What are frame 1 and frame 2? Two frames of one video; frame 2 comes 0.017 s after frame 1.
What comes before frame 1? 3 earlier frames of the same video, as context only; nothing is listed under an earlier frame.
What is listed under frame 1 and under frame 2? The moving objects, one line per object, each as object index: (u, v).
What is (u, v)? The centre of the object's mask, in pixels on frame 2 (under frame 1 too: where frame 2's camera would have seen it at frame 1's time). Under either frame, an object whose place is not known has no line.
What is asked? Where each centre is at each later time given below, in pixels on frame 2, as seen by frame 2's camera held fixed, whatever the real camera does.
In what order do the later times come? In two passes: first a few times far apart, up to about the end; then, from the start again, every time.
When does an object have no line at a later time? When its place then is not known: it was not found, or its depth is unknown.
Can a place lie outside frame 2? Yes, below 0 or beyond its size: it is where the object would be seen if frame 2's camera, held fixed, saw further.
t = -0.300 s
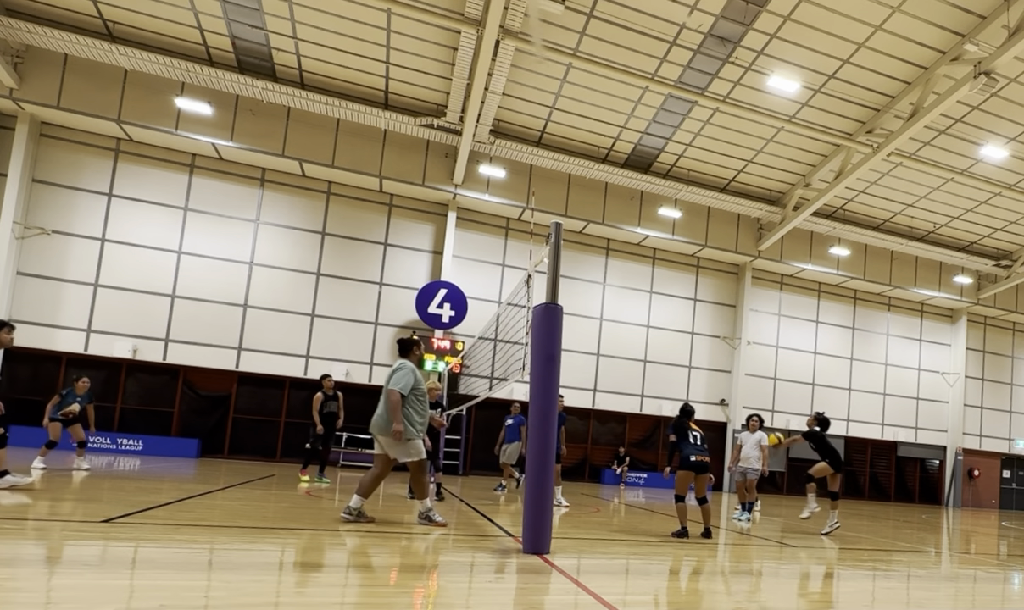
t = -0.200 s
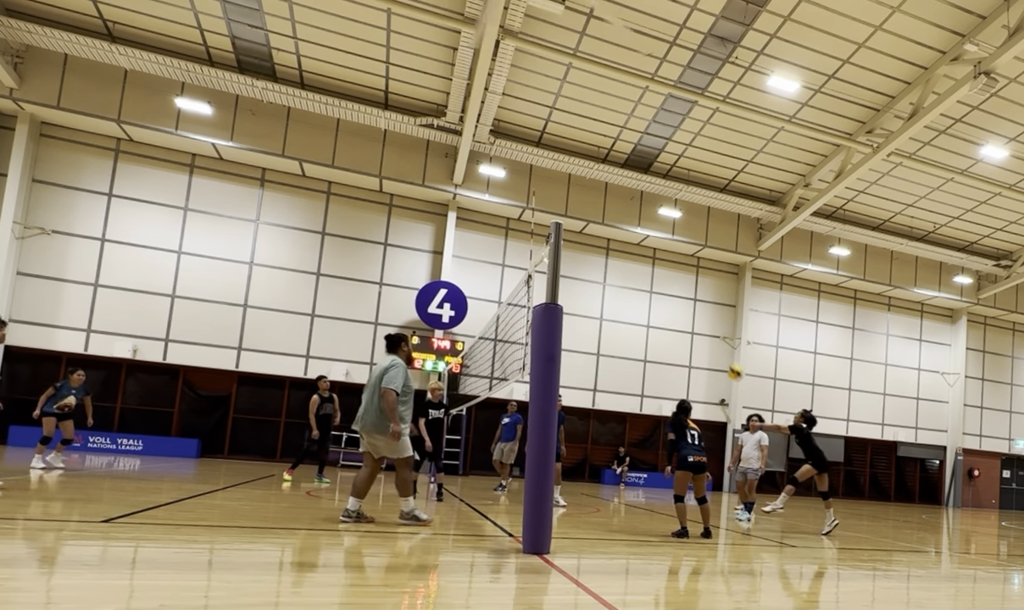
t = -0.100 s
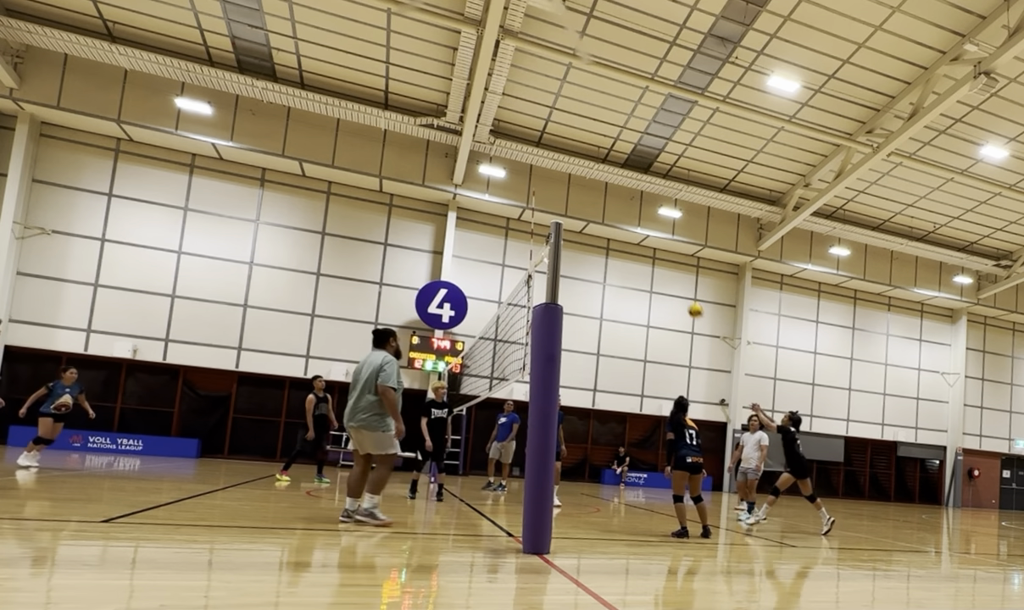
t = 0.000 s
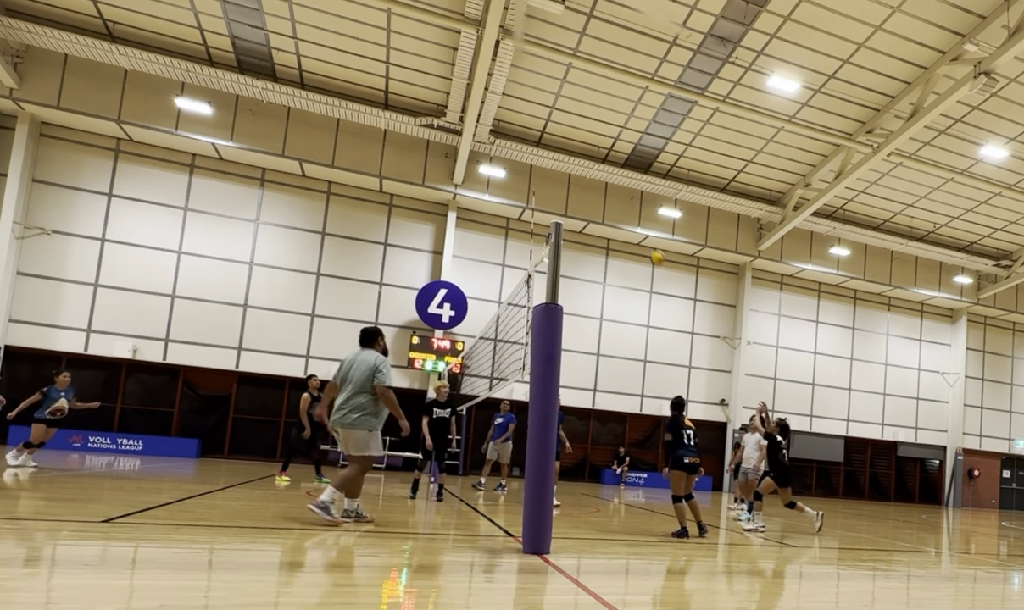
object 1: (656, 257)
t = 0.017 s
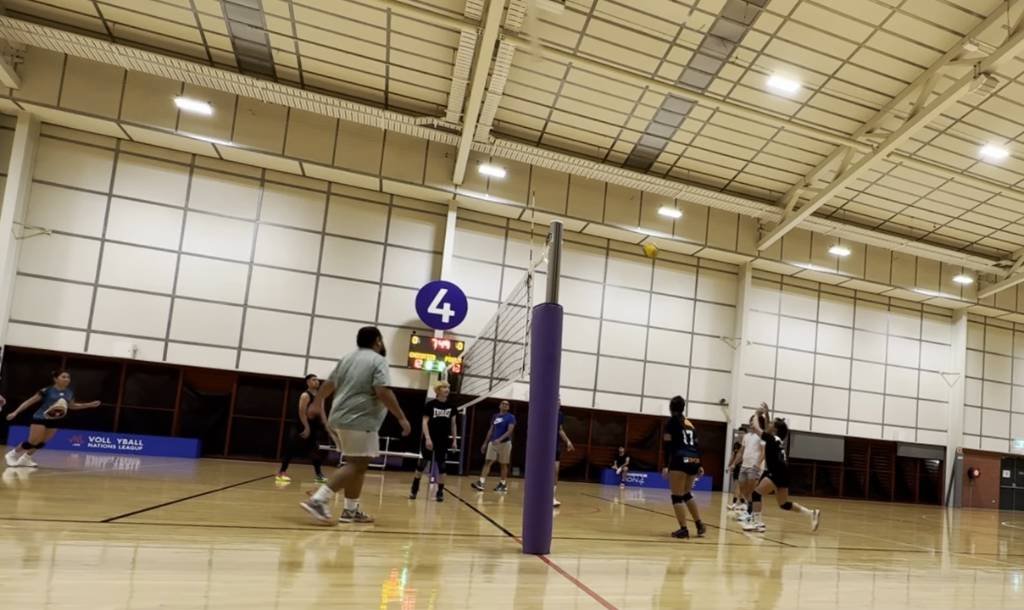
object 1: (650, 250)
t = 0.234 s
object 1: (565, 169)
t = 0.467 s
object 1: (471, 121)
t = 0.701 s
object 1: (372, 111)
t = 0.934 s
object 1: (271, 139)
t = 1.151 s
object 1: (172, 199)
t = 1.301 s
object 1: (101, 259)
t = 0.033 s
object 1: (644, 243)
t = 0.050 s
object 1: (637, 236)
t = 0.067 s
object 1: (631, 227)
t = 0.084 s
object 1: (625, 221)
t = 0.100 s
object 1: (618, 214)
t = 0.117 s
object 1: (612, 208)
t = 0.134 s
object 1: (605, 201)
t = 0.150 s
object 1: (598, 195)
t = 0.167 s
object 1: (592, 189)
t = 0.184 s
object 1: (585, 184)
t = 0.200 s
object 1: (578, 179)
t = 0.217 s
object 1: (571, 173)
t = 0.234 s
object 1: (565, 169)
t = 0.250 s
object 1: (558, 164)
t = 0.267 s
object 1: (551, 160)
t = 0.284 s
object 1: (545, 155)
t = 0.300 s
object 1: (538, 151)
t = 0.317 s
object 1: (532, 147)
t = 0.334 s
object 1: (525, 144)
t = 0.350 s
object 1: (518, 141)
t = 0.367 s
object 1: (512, 137)
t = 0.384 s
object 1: (505, 133)
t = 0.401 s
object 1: (498, 131)
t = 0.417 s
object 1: (492, 130)
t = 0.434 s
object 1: (485, 127)
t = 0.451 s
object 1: (478, 124)
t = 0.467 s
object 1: (471, 121)
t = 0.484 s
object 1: (464, 121)
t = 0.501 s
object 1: (456, 118)
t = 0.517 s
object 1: (450, 117)
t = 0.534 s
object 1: (443, 115)
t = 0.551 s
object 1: (436, 114)
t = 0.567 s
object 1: (430, 113)
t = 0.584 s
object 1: (422, 112)
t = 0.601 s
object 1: (415, 111)
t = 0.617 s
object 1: (408, 111)
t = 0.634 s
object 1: (401, 110)
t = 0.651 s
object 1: (394, 110)
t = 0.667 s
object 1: (387, 110)
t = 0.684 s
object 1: (379, 111)
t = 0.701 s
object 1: (372, 111)
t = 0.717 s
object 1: (366, 112)
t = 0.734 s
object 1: (358, 113)
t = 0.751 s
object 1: (351, 114)
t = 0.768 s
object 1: (343, 116)
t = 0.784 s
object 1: (337, 117)
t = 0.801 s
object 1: (329, 119)
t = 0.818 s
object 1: (322, 121)
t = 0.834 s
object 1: (315, 123)
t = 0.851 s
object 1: (308, 125)
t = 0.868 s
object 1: (300, 128)
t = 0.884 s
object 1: (294, 130)
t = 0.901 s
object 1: (286, 132)
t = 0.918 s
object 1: (279, 136)
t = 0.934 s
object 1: (271, 139)
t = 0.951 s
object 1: (263, 142)
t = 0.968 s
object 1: (255, 146)
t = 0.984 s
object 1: (248, 150)
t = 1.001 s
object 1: (241, 154)
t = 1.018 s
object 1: (233, 158)
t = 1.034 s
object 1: (224, 162)
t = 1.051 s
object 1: (218, 167)
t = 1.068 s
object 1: (209, 171)
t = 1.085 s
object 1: (202, 176)
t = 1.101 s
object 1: (196, 182)
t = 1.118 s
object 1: (188, 188)
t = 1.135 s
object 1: (181, 194)
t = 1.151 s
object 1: (172, 199)
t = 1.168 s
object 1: (164, 205)
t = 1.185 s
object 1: (157, 211)
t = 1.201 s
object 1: (149, 217)
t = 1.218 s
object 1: (141, 224)
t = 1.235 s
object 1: (133, 230)
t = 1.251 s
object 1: (125, 237)
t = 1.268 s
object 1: (117, 244)
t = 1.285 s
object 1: (109, 251)
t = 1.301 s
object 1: (101, 259)
